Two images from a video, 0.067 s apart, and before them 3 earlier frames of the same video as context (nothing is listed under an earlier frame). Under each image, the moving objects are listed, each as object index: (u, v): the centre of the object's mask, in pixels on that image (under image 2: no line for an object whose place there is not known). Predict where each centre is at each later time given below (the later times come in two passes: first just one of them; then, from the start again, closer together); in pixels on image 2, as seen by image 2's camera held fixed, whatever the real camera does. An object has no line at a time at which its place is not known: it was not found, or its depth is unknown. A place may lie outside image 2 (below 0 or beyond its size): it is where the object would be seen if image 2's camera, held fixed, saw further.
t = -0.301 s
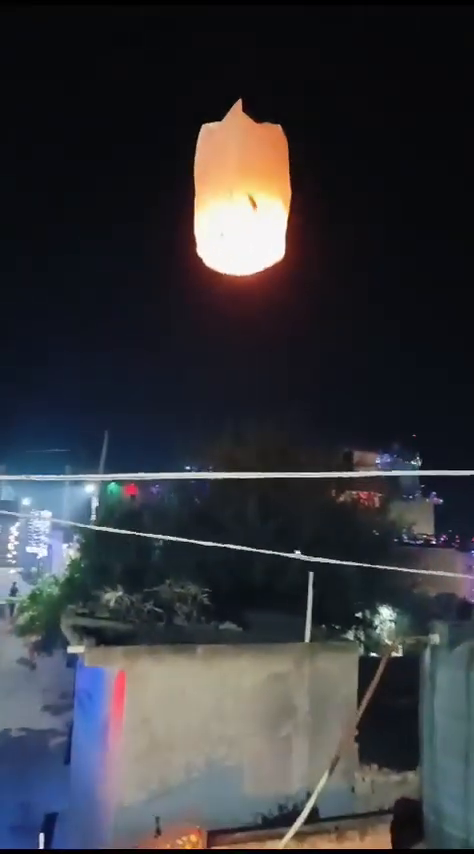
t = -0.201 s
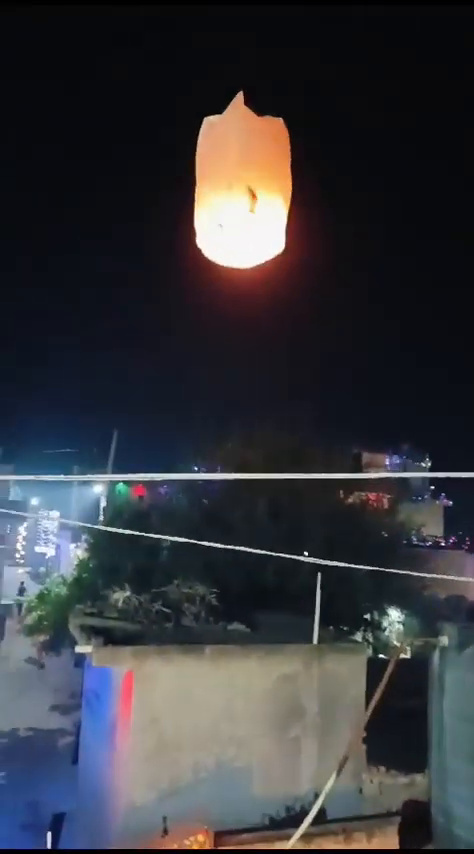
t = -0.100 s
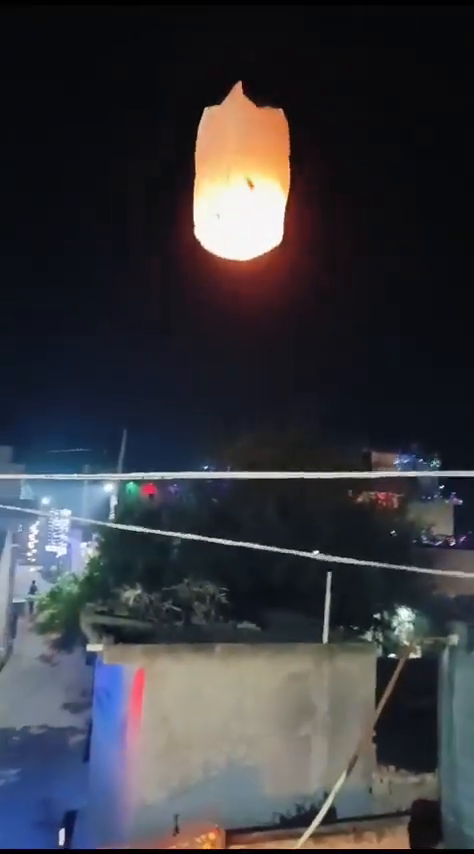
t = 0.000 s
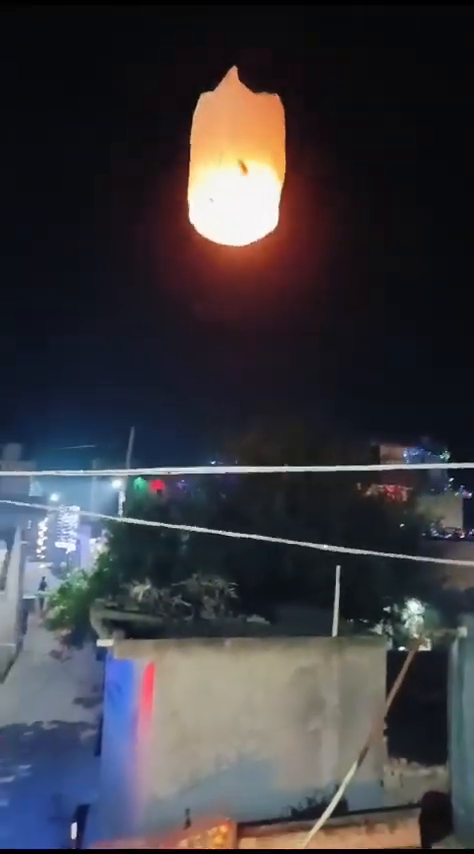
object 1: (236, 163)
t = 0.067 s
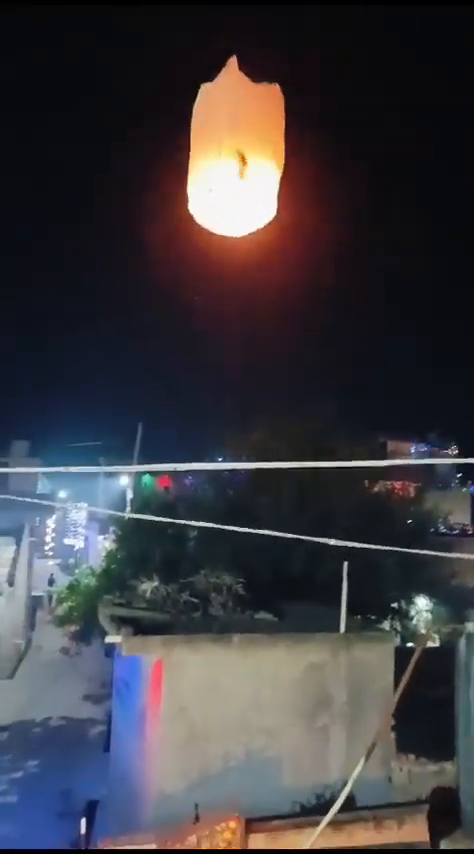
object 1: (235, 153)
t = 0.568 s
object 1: (199, 111)
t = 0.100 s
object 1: (230, 155)
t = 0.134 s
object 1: (226, 151)
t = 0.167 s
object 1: (222, 142)
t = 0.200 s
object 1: (219, 136)
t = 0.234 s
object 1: (218, 130)
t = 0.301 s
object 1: (209, 132)
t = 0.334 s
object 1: (211, 129)
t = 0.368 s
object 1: (210, 126)
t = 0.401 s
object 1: (207, 125)
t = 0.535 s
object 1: (199, 115)
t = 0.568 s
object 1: (199, 111)
